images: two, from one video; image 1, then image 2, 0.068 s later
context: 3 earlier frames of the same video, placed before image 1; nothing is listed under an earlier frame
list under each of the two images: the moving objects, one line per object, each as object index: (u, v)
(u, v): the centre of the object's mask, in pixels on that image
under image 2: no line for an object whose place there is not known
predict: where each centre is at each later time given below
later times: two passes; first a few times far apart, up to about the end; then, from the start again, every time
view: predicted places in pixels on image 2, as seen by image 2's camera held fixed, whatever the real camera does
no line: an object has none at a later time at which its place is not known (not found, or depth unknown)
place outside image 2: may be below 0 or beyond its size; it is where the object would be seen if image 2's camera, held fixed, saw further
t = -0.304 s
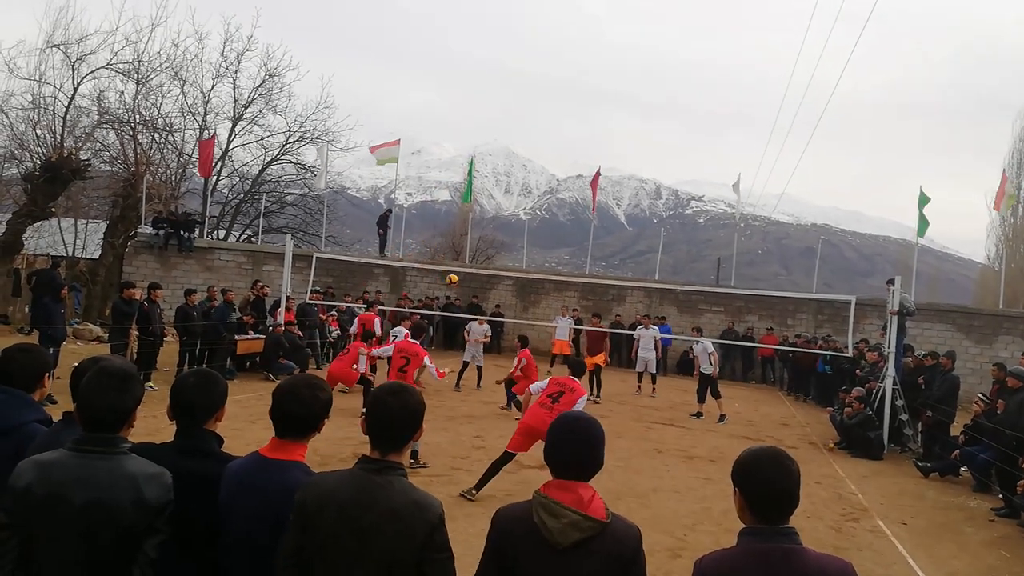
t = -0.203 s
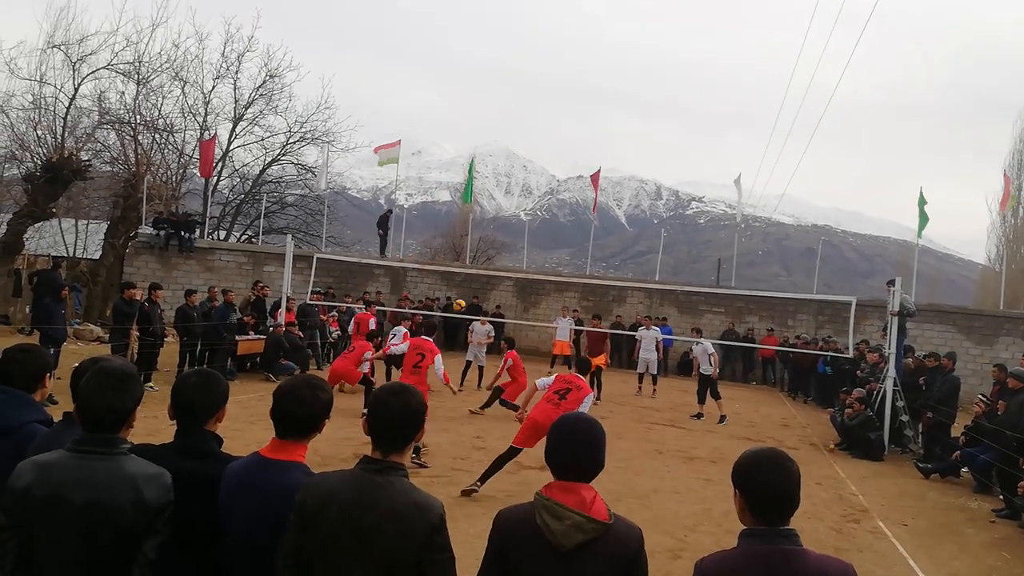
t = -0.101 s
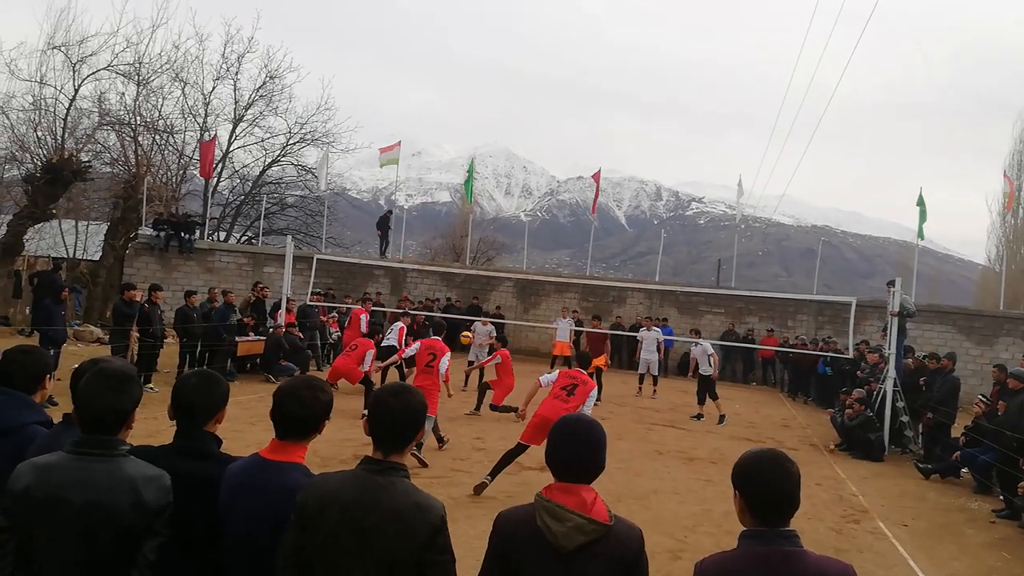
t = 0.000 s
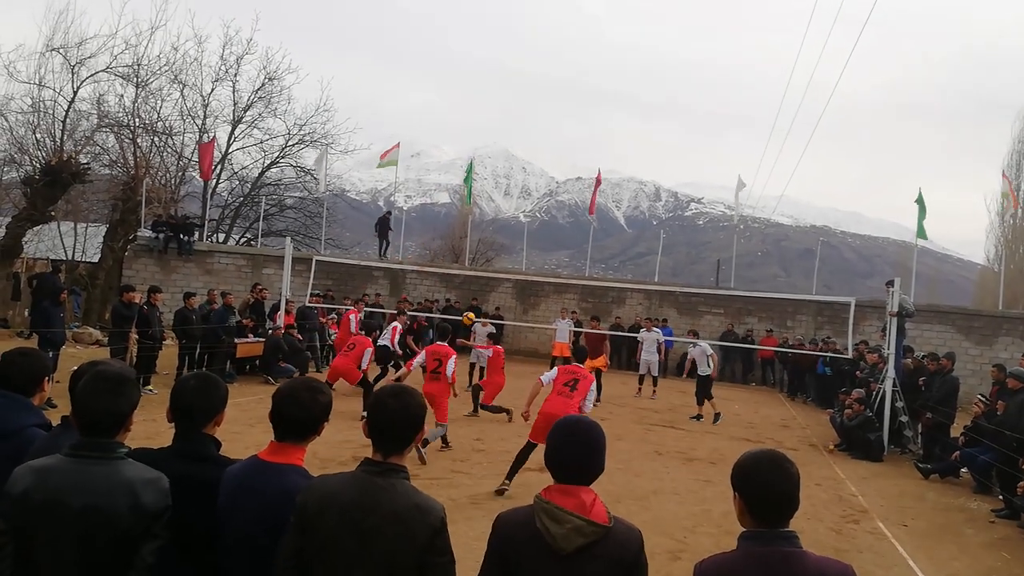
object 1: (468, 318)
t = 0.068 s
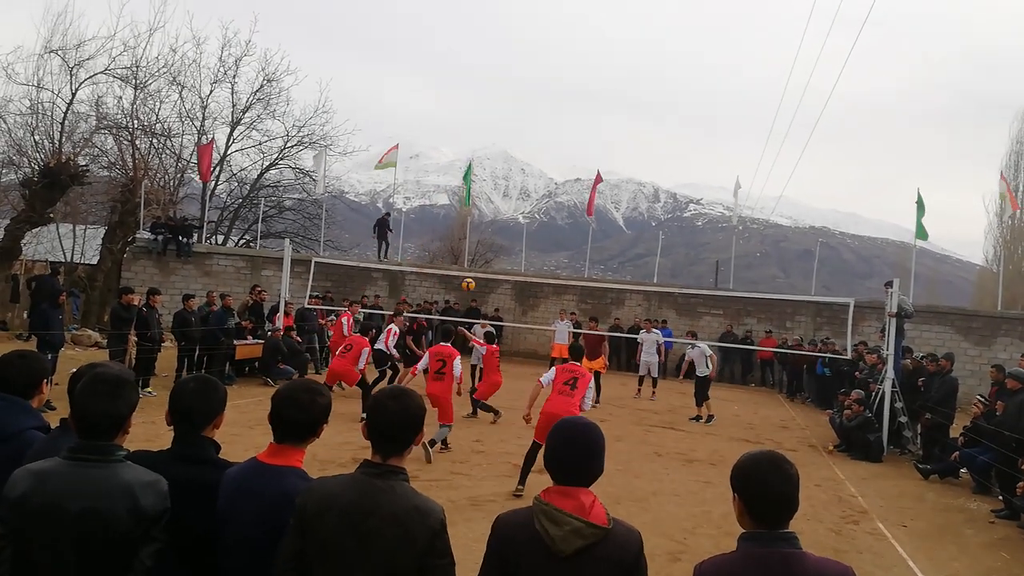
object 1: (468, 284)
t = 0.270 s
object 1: (468, 197)
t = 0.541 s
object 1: (465, 123)
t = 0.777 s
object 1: (459, 93)
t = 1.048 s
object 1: (450, 99)
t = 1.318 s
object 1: (437, 146)
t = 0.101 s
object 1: (468, 268)
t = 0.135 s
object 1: (468, 252)
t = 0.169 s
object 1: (469, 237)
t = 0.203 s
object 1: (468, 223)
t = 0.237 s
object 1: (468, 210)
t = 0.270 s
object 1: (468, 197)
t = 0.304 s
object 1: (468, 185)
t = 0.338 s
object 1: (467, 175)
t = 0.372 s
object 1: (467, 164)
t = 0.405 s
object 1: (467, 155)
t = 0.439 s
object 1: (466, 146)
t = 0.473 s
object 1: (466, 138)
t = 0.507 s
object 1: (465, 130)
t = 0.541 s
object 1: (465, 123)
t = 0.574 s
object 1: (464, 117)
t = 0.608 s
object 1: (463, 111)
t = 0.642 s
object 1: (462, 106)
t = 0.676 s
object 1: (462, 101)
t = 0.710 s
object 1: (461, 98)
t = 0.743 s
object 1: (460, 95)
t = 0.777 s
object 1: (459, 93)
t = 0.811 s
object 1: (458, 91)
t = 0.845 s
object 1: (457, 91)
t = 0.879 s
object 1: (456, 90)
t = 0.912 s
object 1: (456, 90)
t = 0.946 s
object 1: (454, 91)
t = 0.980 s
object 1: (453, 94)
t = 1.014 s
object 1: (451, 96)
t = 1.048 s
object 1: (450, 99)
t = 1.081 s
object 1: (448, 103)
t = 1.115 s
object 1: (447, 107)
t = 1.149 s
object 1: (445, 112)
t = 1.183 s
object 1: (443, 117)
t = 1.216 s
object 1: (442, 123)
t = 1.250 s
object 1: (441, 130)
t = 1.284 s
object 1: (439, 138)
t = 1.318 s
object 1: (437, 146)
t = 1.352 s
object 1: (435, 155)
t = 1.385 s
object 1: (433, 164)
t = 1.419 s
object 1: (431, 174)
